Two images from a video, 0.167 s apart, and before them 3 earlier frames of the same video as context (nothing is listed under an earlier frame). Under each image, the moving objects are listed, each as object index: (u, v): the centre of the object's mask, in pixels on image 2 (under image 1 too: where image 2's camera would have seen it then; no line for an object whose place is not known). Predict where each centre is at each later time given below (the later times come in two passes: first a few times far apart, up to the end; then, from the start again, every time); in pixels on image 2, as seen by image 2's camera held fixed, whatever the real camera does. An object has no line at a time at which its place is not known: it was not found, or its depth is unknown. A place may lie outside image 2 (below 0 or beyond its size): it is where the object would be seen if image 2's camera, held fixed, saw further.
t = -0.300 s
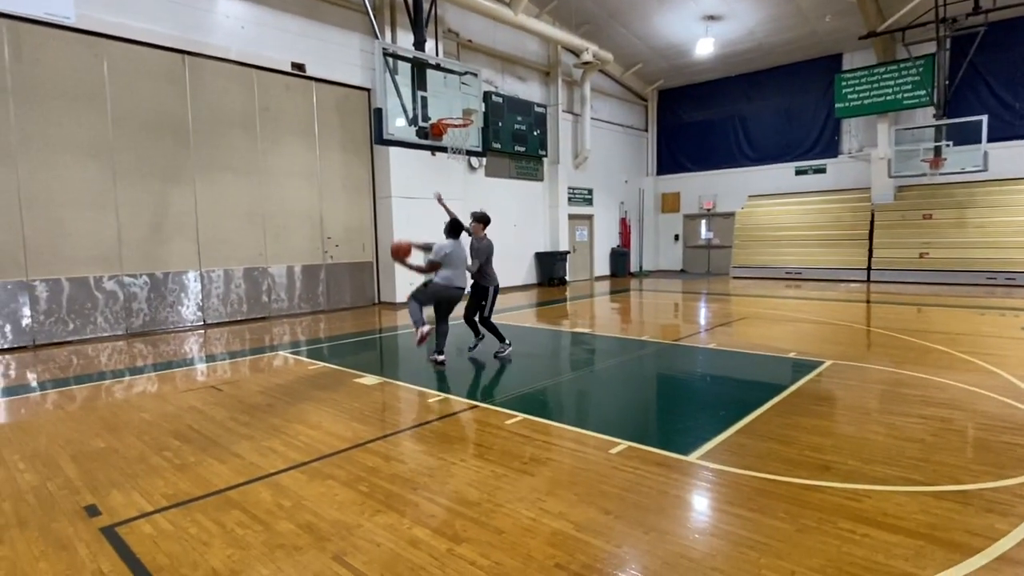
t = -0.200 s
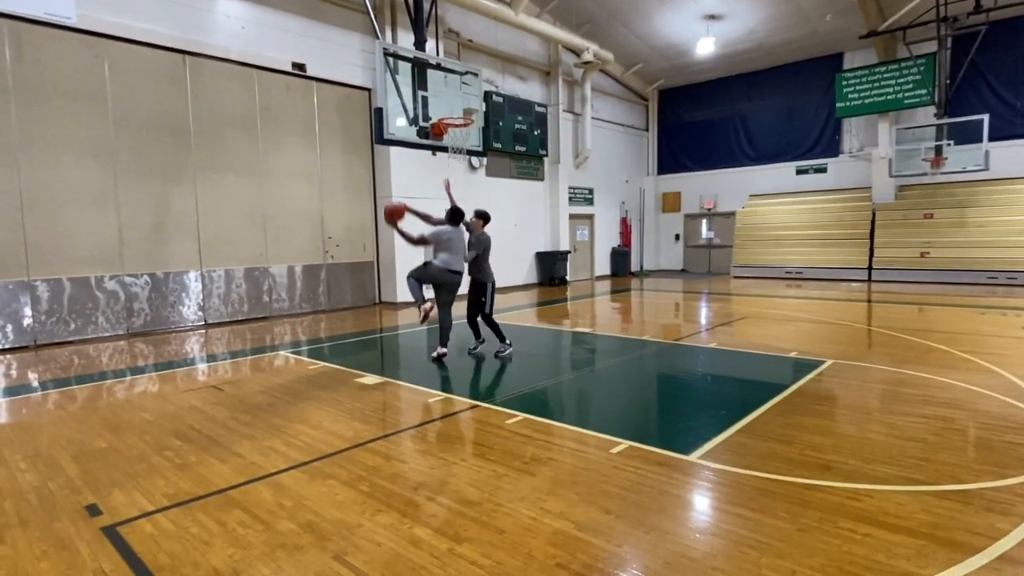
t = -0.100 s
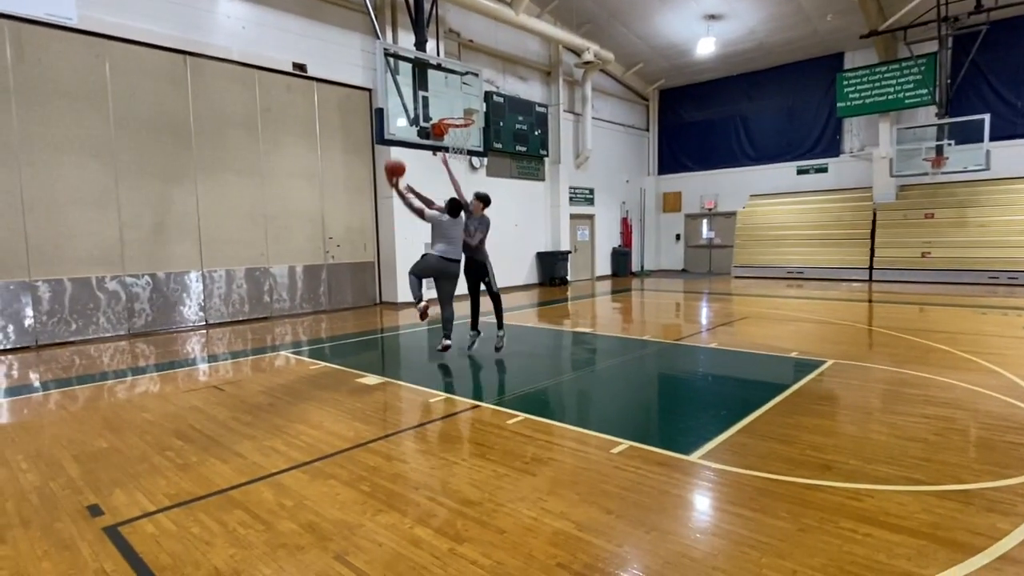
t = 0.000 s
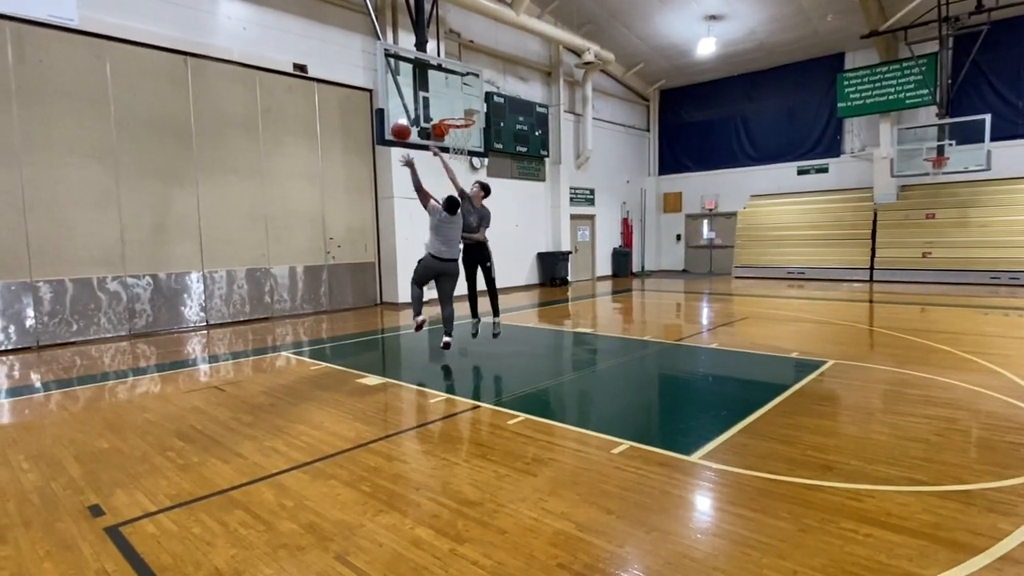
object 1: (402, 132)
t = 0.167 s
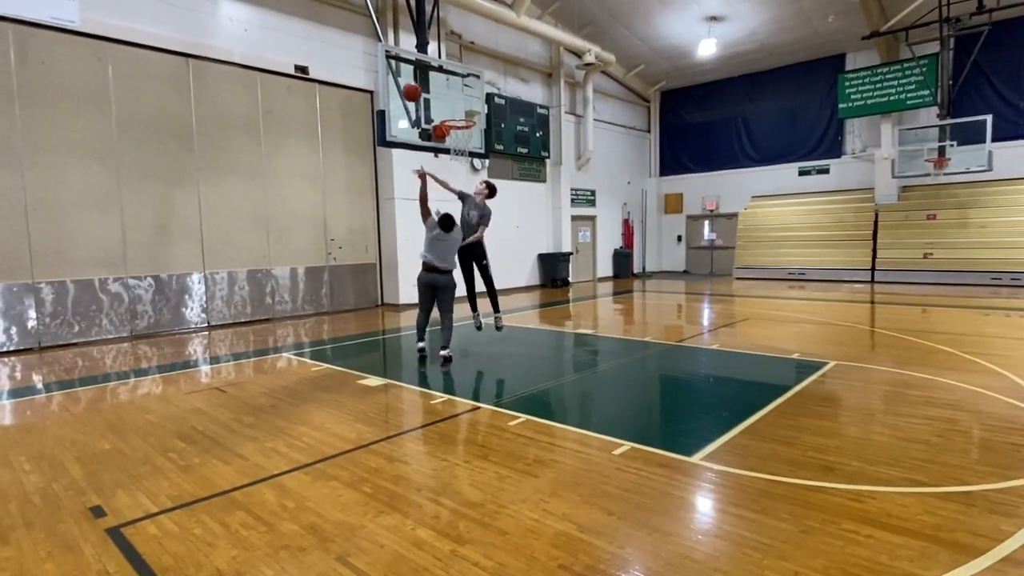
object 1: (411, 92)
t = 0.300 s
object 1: (419, 77)
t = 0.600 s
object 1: (442, 90)
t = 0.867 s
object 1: (465, 137)
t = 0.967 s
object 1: (465, 152)
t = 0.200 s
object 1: (413, 86)
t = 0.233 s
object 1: (415, 83)
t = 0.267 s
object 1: (417, 79)
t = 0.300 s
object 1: (419, 77)
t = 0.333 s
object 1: (422, 76)
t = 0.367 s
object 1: (423, 75)
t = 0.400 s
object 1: (425, 76)
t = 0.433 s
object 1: (427, 77)
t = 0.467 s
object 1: (429, 80)
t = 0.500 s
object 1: (431, 81)
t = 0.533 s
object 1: (436, 84)
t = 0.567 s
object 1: (439, 87)
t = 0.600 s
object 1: (442, 90)
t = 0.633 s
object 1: (446, 94)
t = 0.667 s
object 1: (449, 99)
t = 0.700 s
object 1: (453, 105)
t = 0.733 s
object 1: (456, 111)
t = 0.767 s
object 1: (460, 121)
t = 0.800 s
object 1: (463, 127)
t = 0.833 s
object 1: (464, 131)
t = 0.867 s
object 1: (465, 137)
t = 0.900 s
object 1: (465, 143)
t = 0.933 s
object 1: (466, 146)
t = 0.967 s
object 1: (465, 152)
